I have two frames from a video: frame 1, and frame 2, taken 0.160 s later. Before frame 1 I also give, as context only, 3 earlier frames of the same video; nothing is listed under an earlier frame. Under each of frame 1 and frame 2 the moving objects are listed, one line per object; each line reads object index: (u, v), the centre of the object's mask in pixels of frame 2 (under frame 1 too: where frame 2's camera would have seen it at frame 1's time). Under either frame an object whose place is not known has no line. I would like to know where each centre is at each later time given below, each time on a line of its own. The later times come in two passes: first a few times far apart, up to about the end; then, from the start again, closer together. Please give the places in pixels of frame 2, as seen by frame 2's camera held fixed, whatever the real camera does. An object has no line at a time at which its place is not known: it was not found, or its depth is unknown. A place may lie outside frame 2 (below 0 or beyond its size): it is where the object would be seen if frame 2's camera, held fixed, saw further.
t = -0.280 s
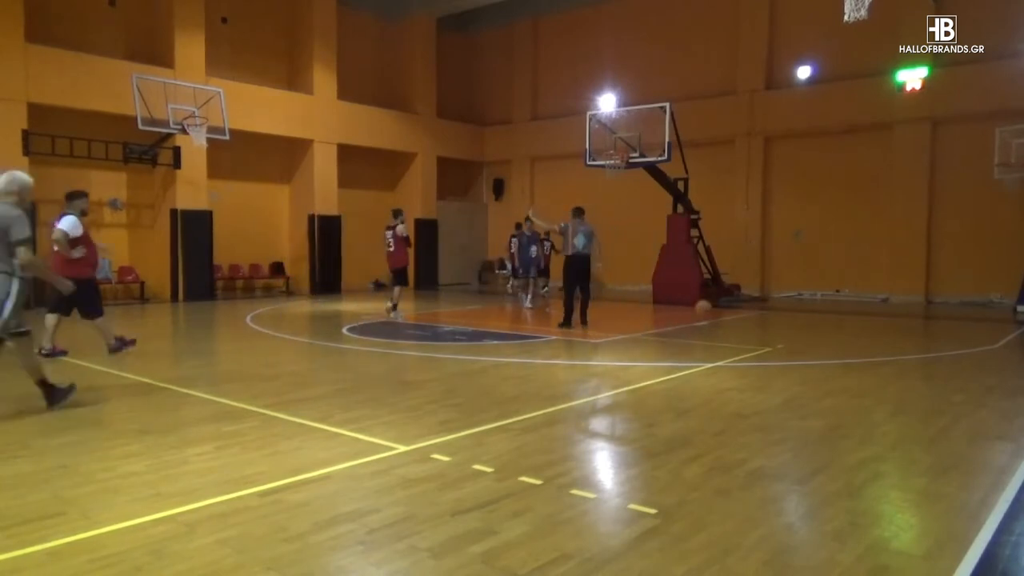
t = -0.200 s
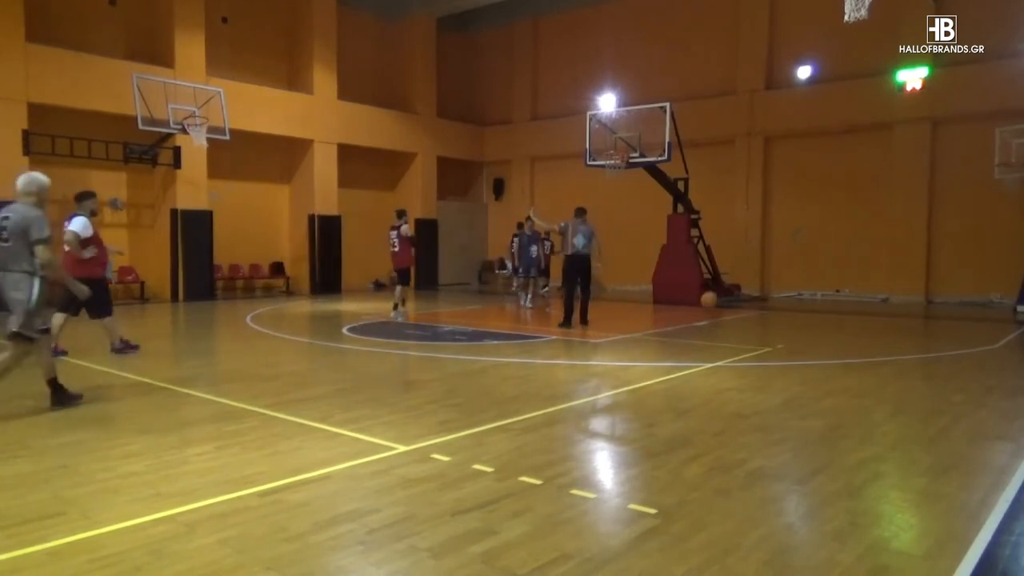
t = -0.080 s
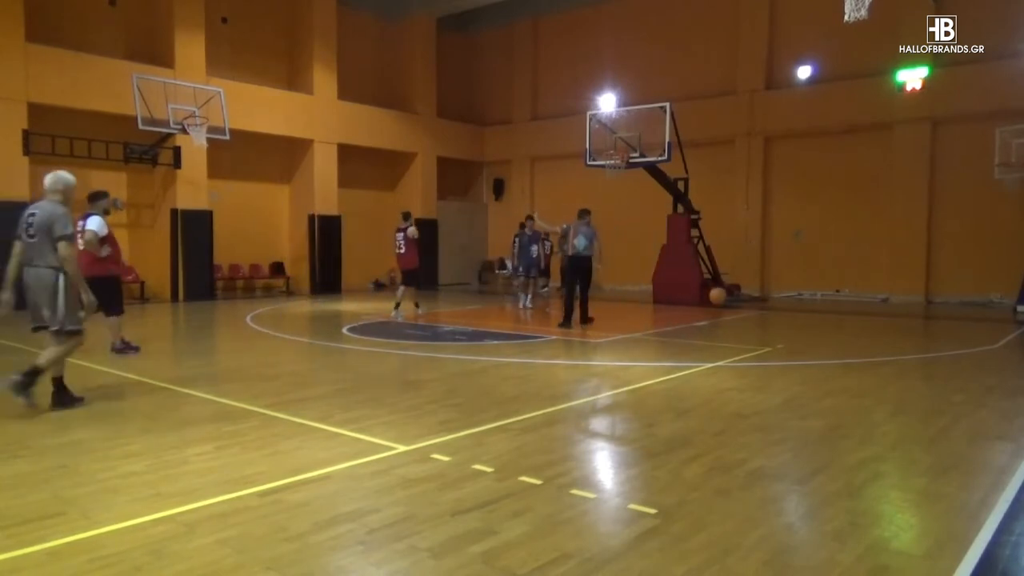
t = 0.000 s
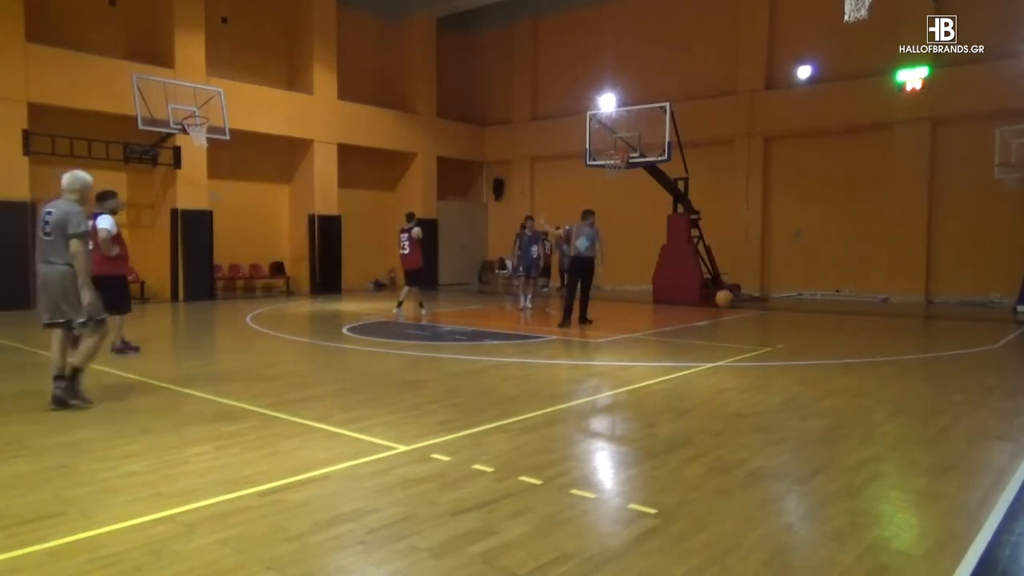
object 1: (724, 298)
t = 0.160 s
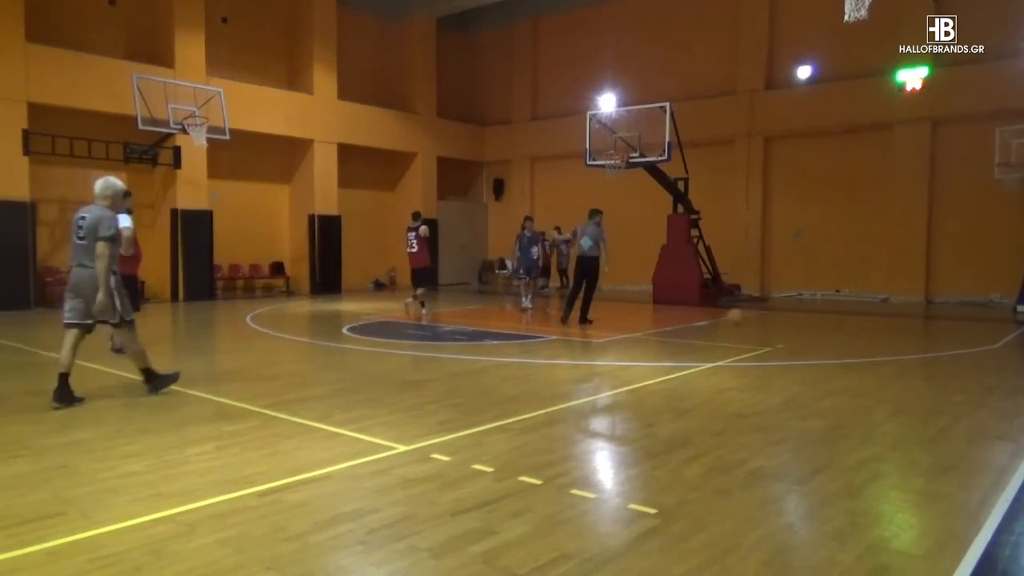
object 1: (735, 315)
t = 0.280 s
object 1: (745, 329)
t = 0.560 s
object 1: (770, 322)
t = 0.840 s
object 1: (795, 334)
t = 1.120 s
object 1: (825, 350)
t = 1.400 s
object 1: (858, 361)
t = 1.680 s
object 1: (895, 368)
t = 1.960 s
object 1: (938, 375)
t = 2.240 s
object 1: (987, 387)
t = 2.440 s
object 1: (1017, 397)
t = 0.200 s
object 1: (738, 324)
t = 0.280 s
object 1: (745, 329)
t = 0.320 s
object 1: (749, 323)
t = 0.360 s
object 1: (752, 320)
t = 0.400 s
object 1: (755, 319)
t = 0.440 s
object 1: (759, 318)
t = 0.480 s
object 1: (762, 317)
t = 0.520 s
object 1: (765, 320)
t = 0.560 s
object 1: (770, 322)
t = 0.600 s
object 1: (773, 326)
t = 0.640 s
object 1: (776, 331)
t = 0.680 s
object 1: (779, 337)
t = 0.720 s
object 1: (783, 344)
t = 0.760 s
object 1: (787, 339)
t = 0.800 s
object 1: (791, 336)
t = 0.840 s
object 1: (795, 334)
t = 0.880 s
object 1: (799, 333)
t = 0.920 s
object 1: (804, 334)
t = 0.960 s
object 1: (807, 336)
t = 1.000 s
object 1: (811, 339)
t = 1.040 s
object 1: (816, 345)
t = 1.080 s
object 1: (821, 352)
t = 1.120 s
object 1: (825, 350)
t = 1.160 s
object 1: (830, 347)
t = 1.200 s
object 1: (834, 347)
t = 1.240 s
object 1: (839, 347)
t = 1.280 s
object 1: (843, 347)
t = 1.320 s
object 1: (848, 351)
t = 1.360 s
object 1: (854, 356)
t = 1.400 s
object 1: (858, 361)
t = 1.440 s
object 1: (863, 358)
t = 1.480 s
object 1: (869, 356)
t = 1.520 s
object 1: (873, 356)
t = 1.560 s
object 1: (879, 358)
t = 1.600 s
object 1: (885, 361)
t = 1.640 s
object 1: (890, 367)
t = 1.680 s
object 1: (895, 368)
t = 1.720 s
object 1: (901, 367)
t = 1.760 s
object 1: (907, 367)
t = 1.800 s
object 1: (913, 368)
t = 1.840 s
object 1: (920, 372)
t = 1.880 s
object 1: (925, 376)
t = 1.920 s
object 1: (932, 374)
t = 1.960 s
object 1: (938, 375)
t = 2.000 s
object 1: (945, 377)
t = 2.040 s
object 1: (951, 381)
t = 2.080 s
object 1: (958, 381)
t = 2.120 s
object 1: (966, 381)
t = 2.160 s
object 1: (972, 384)
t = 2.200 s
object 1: (980, 387)
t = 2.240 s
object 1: (987, 387)
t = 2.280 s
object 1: (993, 389)
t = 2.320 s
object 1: (1002, 392)
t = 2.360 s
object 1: (1008, 393)
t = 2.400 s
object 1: (1013, 394)
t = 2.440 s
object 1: (1017, 397)
